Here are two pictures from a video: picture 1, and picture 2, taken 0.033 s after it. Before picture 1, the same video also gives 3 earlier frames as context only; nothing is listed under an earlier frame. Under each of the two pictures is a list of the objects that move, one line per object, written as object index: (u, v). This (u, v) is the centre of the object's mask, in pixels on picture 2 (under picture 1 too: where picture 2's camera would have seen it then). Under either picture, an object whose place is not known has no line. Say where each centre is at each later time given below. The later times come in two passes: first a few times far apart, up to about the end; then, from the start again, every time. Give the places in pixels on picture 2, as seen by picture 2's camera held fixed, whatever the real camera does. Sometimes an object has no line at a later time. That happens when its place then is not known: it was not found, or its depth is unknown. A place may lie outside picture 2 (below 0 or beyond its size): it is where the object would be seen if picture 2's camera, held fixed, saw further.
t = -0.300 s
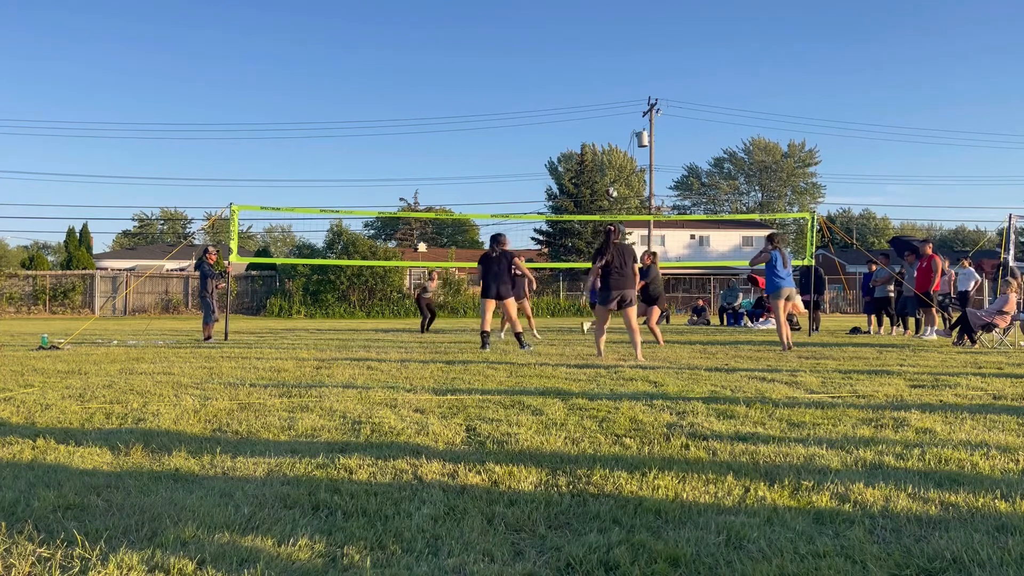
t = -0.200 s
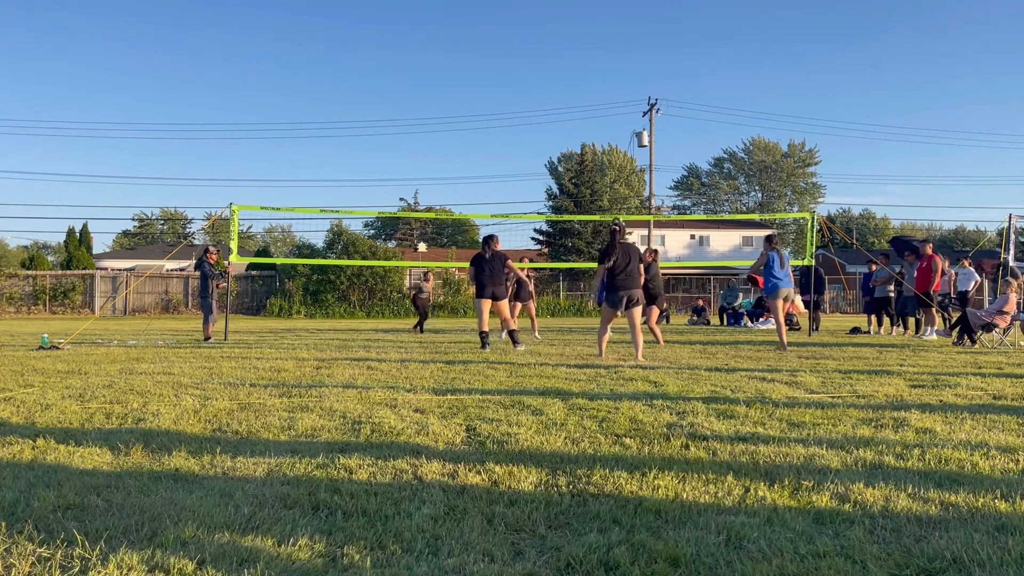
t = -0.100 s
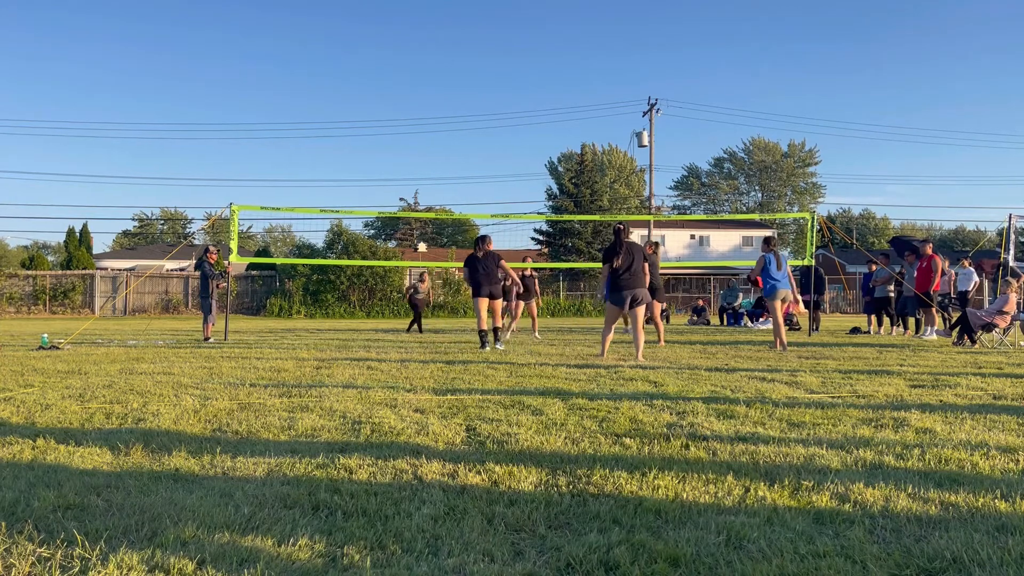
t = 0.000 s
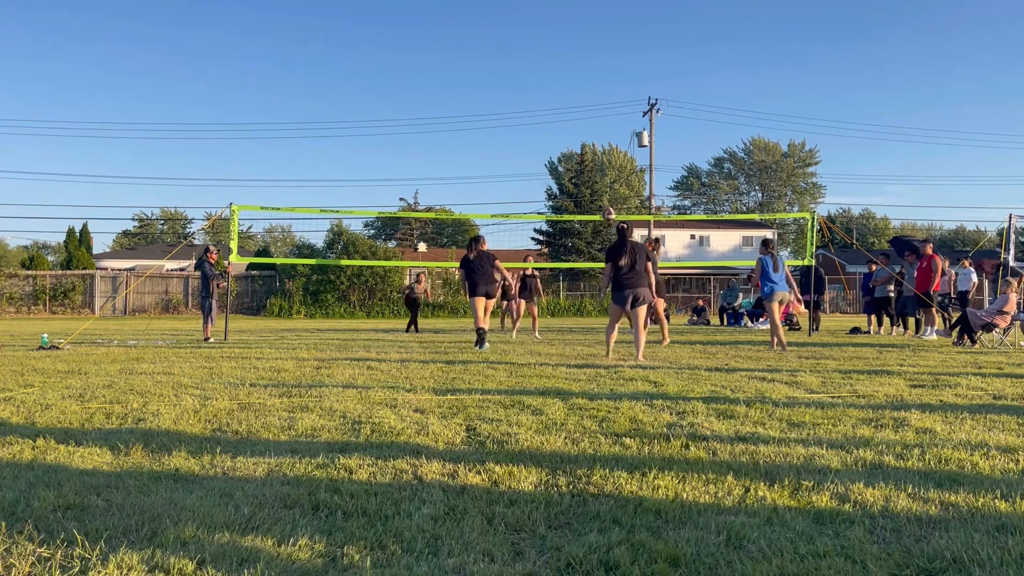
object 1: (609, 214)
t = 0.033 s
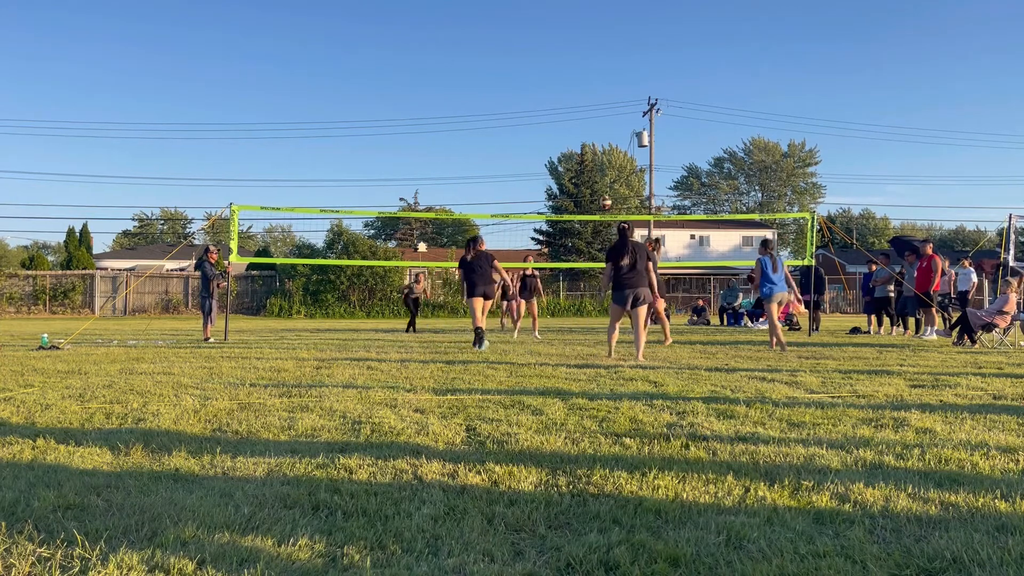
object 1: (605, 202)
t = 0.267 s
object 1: (573, 138)
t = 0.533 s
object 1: (541, 112)
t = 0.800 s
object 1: (512, 132)
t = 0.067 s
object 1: (601, 191)
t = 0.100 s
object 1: (596, 179)
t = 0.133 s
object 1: (592, 170)
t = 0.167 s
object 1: (587, 160)
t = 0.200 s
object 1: (583, 151)
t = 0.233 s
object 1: (578, 145)
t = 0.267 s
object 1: (573, 138)
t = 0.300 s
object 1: (569, 132)
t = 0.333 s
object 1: (565, 127)
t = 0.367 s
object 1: (561, 123)
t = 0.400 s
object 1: (557, 119)
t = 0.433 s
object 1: (553, 117)
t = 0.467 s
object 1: (549, 114)
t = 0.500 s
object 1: (545, 113)
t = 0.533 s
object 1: (541, 112)
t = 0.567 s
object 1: (537, 112)
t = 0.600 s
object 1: (534, 113)
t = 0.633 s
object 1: (530, 114)
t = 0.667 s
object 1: (526, 116)
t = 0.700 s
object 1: (522, 119)
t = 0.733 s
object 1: (519, 123)
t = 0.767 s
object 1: (515, 127)
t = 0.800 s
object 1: (512, 132)
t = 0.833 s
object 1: (508, 137)
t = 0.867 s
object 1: (505, 143)
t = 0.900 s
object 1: (502, 150)
